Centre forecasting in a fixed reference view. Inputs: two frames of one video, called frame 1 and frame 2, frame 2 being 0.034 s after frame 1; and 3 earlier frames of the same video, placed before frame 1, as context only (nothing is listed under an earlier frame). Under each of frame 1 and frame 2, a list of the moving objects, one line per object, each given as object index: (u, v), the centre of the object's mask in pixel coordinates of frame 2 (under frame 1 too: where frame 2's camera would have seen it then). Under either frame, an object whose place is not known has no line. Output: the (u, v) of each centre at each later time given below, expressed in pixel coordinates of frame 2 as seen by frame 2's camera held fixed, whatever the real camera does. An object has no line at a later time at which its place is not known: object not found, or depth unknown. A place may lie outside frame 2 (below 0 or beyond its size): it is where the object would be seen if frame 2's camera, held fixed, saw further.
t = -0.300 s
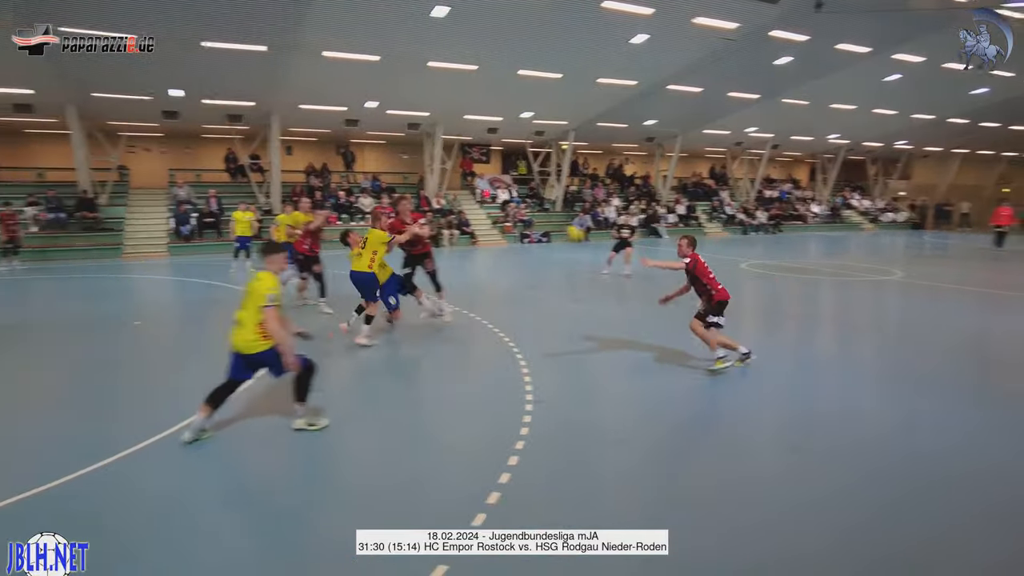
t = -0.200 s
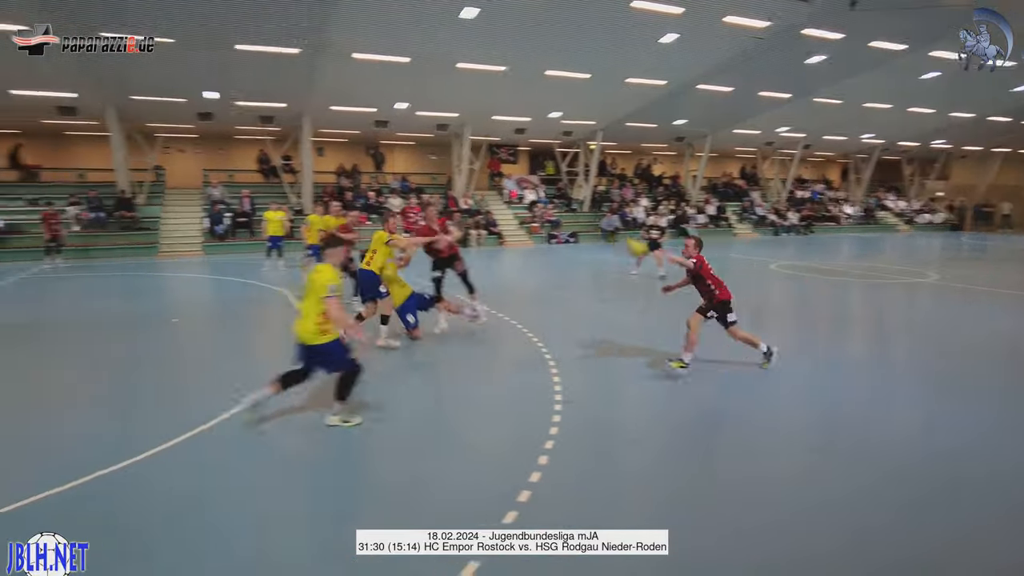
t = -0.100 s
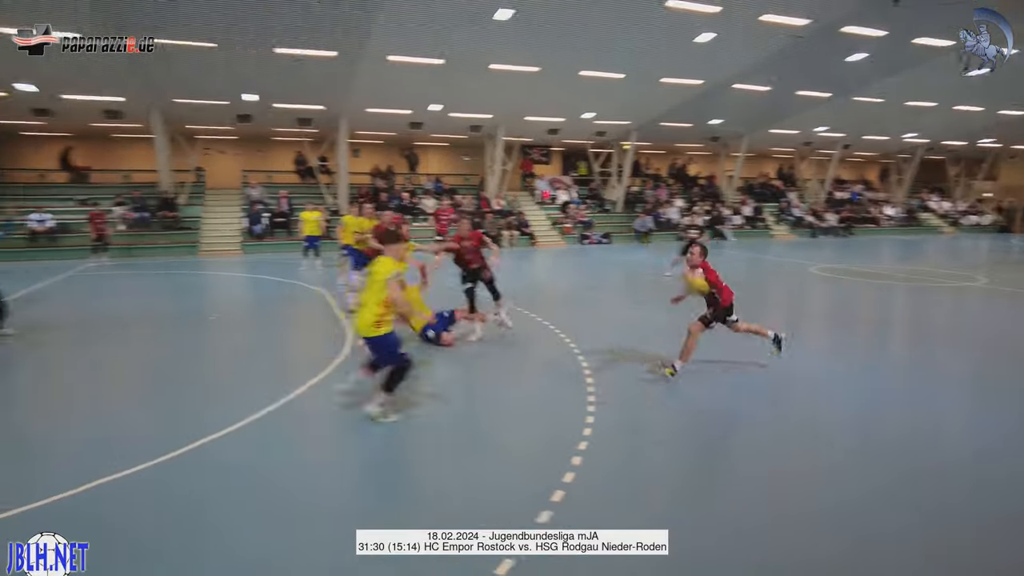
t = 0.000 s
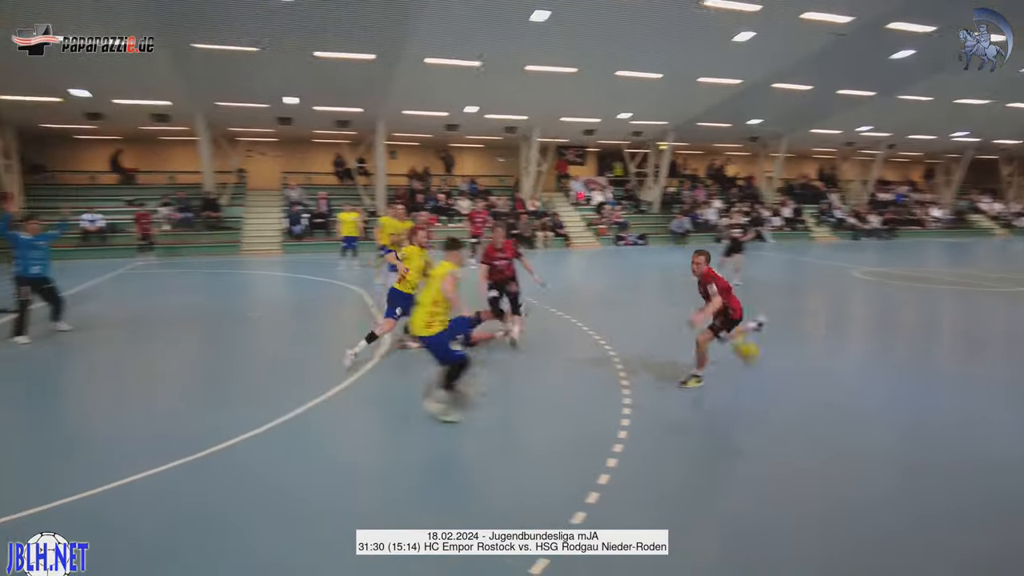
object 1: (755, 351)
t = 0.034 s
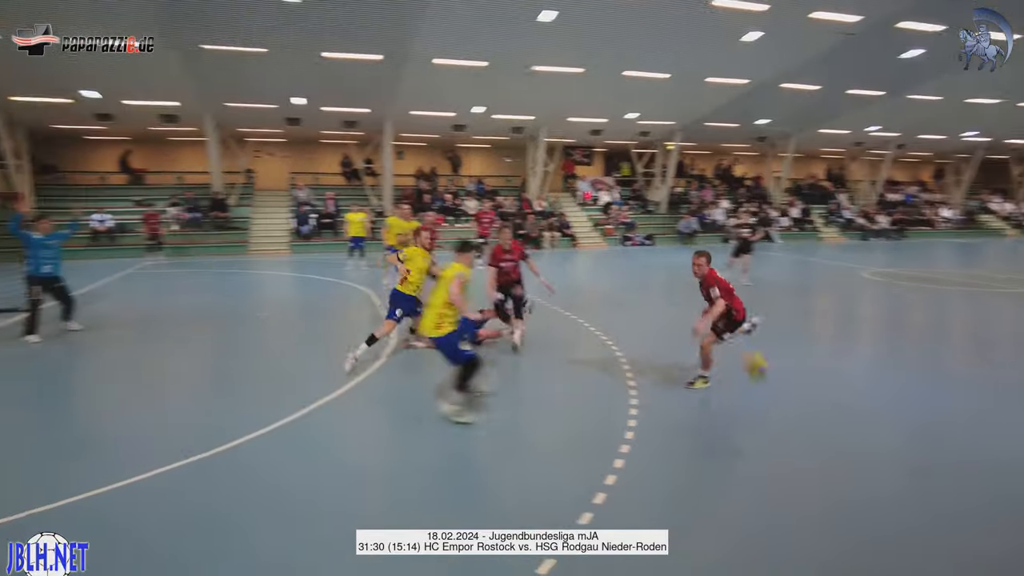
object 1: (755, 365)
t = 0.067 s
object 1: (757, 400)
